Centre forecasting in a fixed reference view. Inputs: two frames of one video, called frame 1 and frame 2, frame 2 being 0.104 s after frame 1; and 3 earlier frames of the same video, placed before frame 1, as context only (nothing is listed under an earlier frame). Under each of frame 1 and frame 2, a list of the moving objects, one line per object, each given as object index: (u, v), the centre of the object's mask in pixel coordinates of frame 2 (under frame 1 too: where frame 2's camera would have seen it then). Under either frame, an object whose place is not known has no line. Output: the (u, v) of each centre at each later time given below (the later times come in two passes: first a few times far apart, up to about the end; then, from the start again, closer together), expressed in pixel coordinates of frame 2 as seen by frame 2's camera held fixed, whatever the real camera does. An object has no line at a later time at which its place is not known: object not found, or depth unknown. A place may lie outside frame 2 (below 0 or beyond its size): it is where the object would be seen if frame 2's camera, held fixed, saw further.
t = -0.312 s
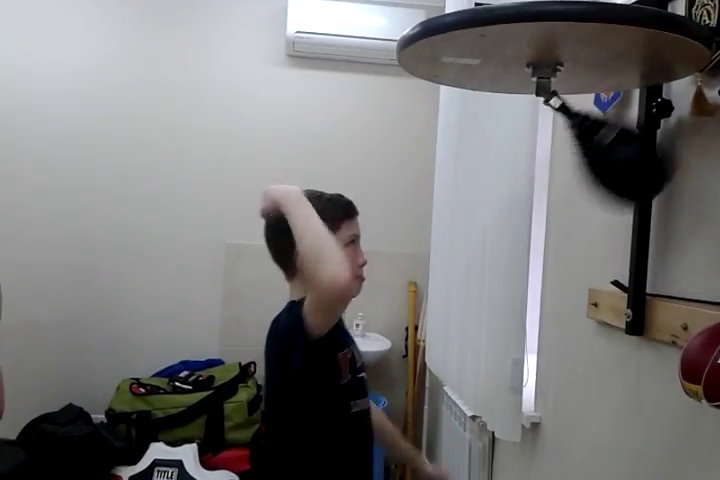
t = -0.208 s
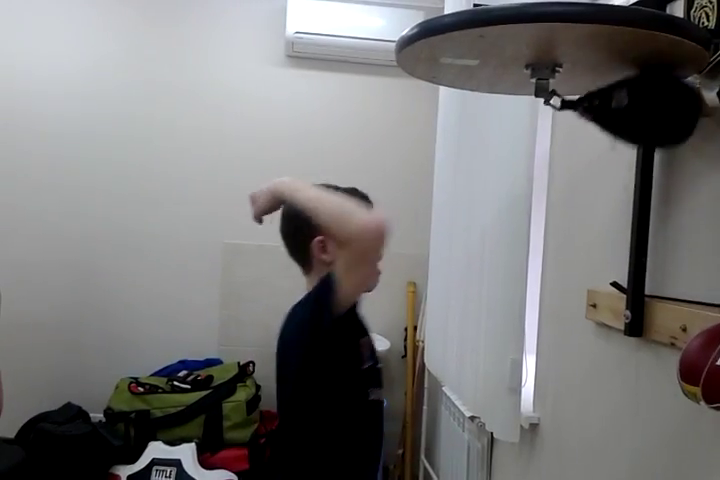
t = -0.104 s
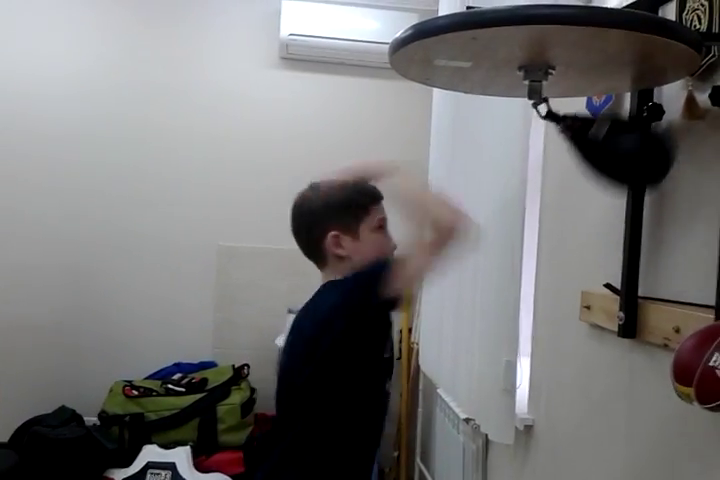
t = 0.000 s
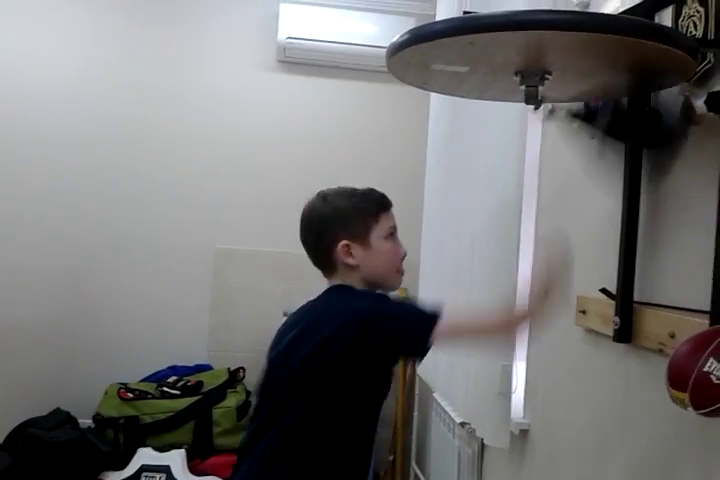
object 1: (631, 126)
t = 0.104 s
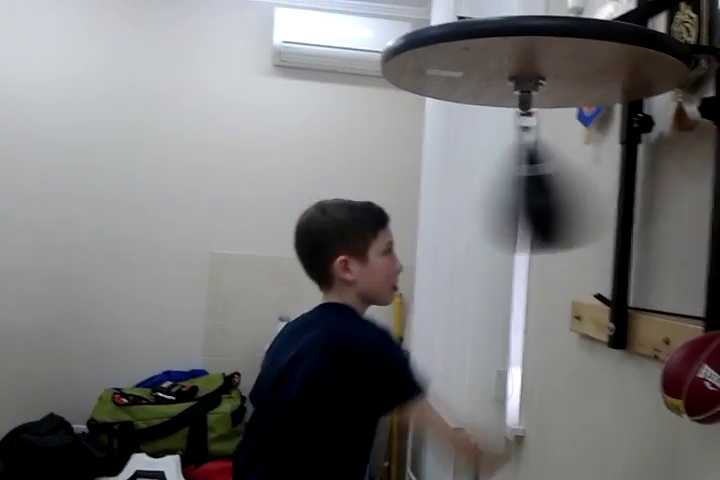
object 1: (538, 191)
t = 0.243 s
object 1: (437, 129)
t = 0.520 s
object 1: (616, 144)
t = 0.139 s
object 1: (483, 188)
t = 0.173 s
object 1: (445, 158)
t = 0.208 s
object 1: (430, 121)
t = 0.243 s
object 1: (437, 129)
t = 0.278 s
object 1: (446, 156)
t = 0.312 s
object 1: (469, 180)
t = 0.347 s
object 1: (501, 195)
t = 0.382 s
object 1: (543, 195)
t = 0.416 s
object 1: (578, 180)
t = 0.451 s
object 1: (626, 128)
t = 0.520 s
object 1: (616, 144)
